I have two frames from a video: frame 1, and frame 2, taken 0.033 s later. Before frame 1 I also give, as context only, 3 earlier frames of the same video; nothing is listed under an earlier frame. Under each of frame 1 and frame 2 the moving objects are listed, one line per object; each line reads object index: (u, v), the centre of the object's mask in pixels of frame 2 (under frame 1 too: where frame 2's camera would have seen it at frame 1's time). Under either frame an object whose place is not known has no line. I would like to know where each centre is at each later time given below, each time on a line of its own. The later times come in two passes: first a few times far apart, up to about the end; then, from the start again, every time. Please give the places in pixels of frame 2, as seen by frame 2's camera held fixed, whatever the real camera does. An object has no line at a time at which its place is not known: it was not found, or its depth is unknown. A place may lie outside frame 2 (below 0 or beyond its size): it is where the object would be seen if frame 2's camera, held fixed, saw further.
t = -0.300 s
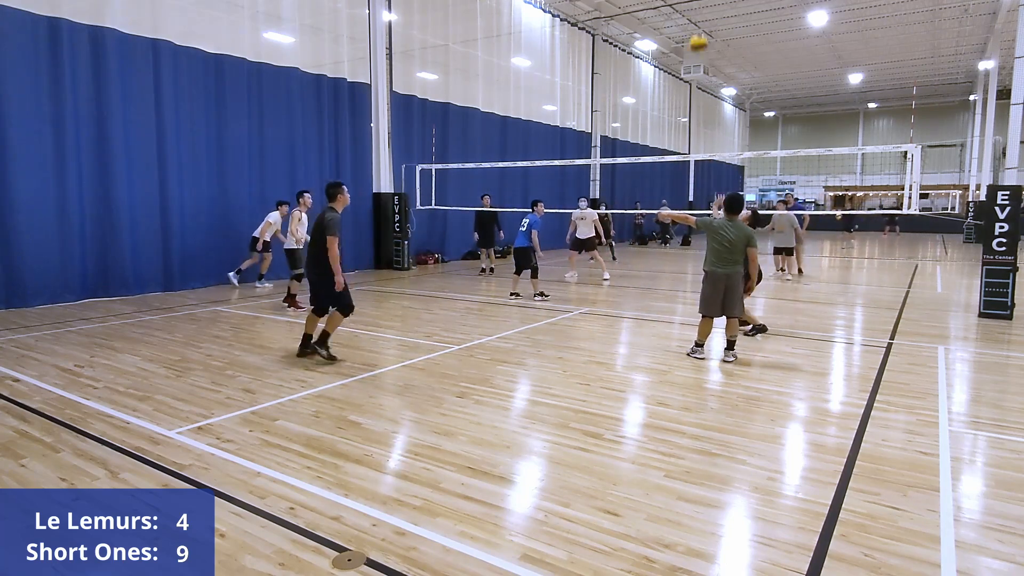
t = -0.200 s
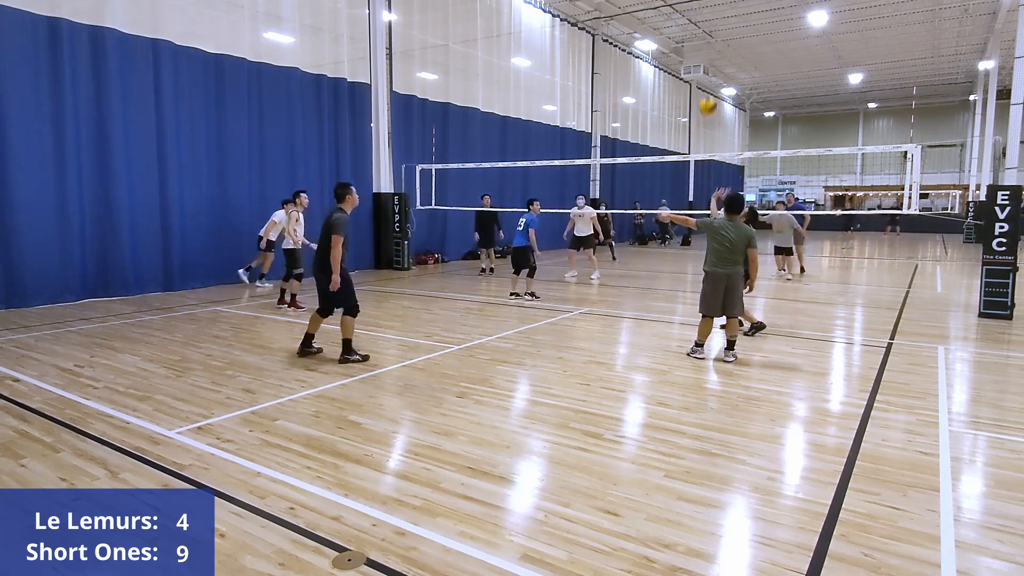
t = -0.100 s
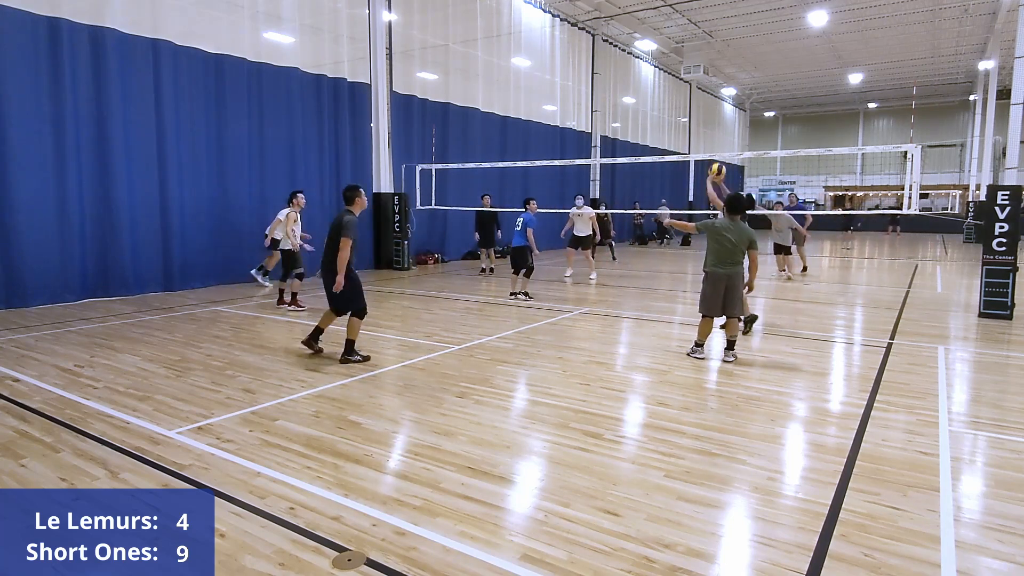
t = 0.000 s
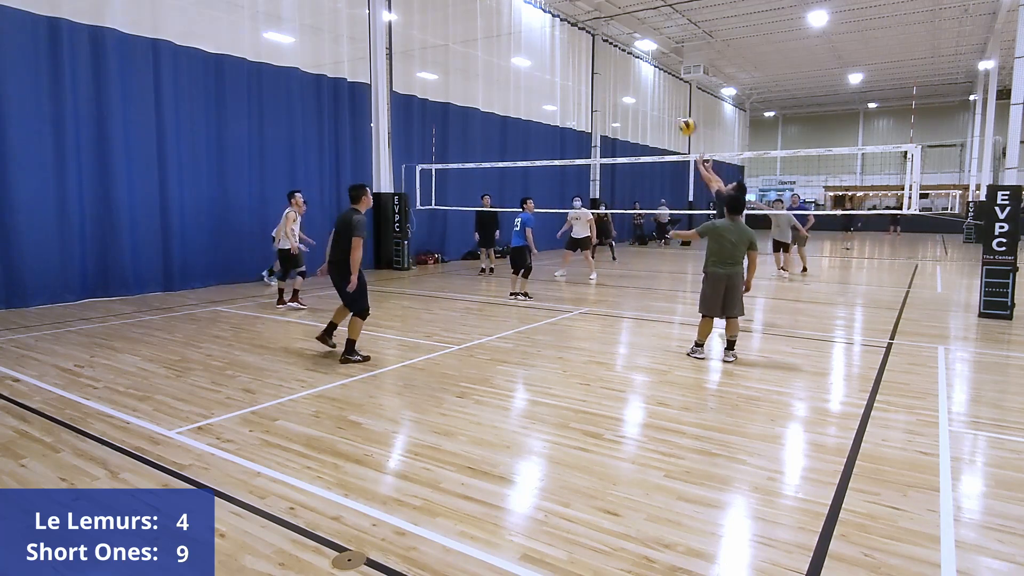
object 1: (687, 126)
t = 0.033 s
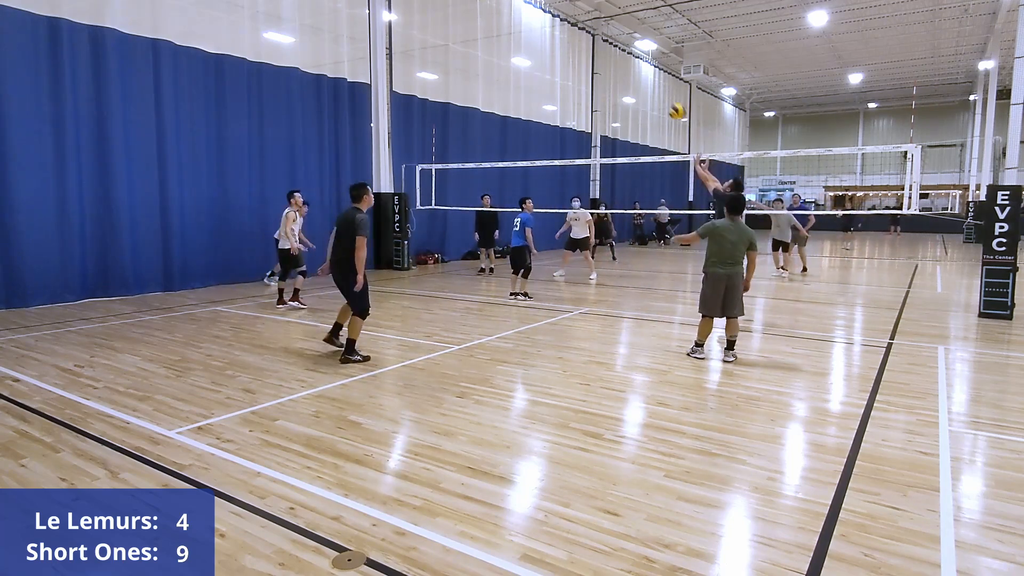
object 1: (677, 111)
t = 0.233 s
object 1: (621, 52)
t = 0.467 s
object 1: (569, 31)
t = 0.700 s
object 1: (528, 47)
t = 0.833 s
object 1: (509, 68)
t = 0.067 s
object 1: (667, 98)
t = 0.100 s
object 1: (657, 86)
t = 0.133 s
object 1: (647, 77)
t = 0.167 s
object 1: (638, 67)
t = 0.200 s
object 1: (629, 59)
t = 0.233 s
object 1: (621, 52)
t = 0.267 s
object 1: (613, 46)
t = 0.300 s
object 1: (605, 41)
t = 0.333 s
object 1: (597, 37)
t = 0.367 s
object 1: (590, 34)
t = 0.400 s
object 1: (583, 32)
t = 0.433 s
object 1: (576, 31)
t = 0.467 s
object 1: (569, 31)
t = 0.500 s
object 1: (563, 31)
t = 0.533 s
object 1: (556, 32)
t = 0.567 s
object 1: (550, 34)
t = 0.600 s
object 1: (545, 36)
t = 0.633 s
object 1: (539, 39)
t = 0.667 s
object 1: (534, 43)
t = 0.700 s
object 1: (528, 47)
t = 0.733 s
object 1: (523, 51)
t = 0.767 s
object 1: (518, 56)
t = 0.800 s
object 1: (513, 62)
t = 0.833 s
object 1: (509, 68)
